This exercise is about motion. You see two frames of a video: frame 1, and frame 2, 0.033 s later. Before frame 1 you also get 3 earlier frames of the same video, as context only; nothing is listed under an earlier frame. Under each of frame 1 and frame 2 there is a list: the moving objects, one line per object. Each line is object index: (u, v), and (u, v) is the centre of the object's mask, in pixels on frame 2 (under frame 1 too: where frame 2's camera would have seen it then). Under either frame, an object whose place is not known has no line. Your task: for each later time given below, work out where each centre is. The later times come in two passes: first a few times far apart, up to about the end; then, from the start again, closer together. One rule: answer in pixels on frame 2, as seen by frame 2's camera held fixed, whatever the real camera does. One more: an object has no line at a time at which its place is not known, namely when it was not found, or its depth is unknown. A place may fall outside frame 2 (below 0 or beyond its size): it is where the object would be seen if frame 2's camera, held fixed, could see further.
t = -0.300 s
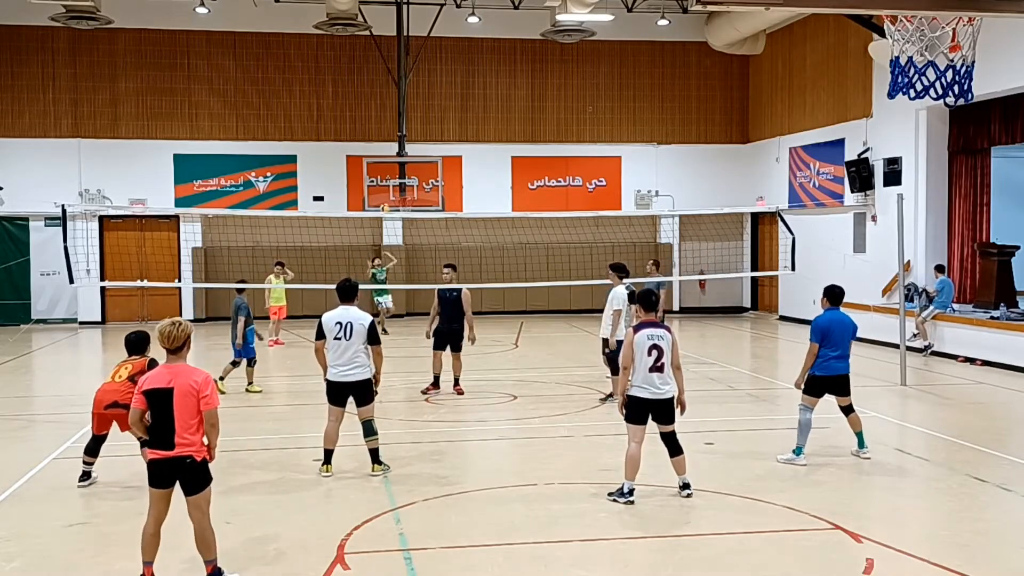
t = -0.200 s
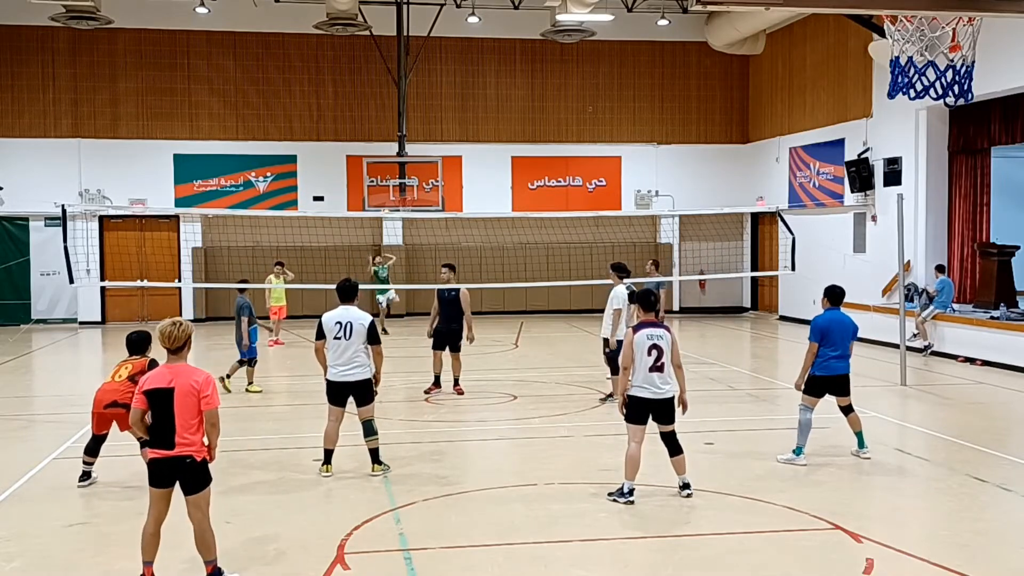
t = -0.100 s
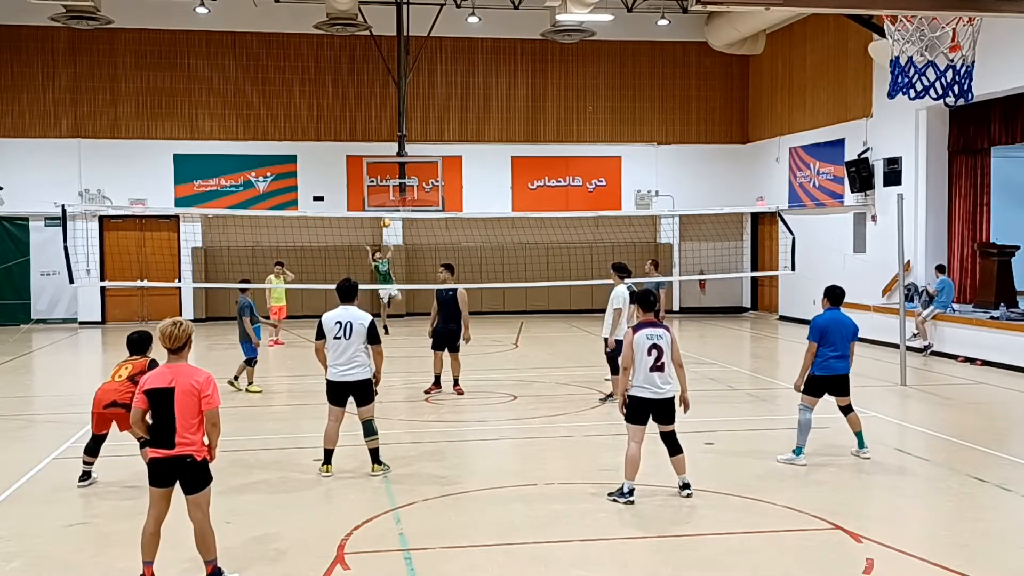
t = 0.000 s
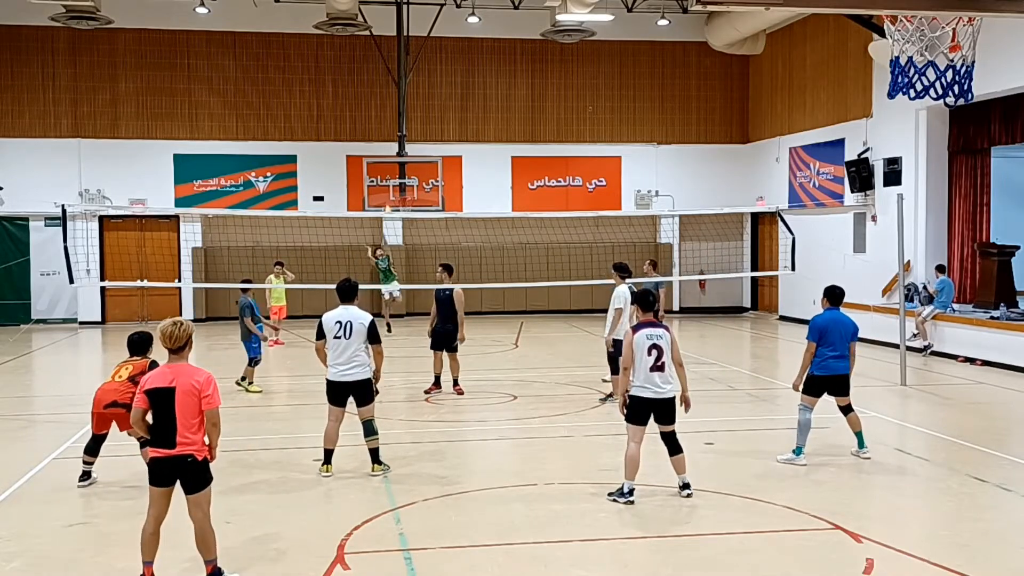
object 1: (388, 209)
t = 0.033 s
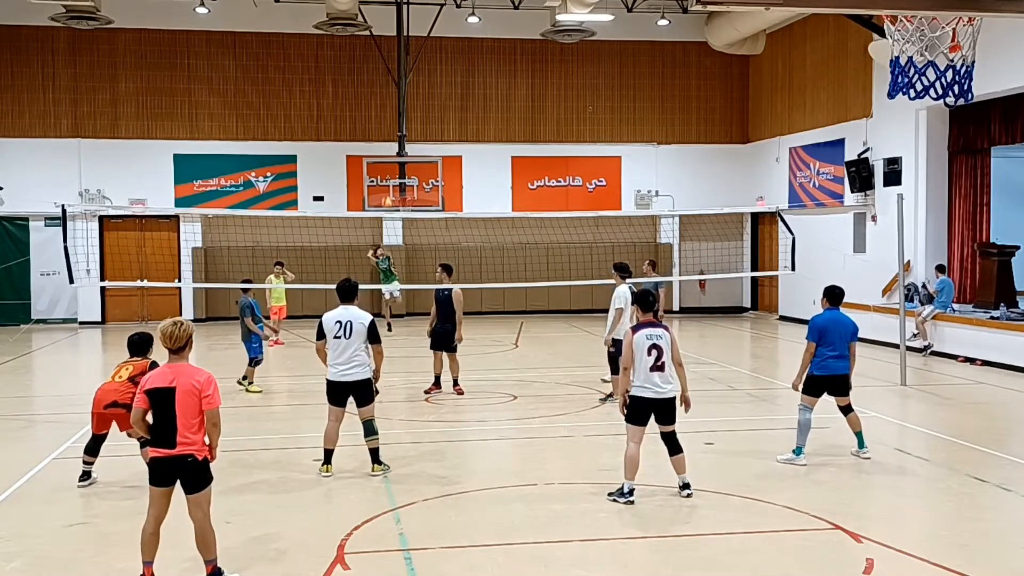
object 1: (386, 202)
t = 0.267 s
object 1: (392, 150)
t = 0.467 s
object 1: (401, 126)
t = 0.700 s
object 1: (410, 126)
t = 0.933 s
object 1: (419, 166)
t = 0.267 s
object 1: (392, 150)
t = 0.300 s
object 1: (393, 144)
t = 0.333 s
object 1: (395, 139)
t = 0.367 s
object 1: (396, 135)
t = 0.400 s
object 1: (398, 131)
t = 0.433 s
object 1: (399, 128)
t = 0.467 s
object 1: (401, 126)
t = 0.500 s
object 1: (402, 123)
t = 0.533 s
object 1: (404, 122)
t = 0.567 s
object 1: (405, 121)
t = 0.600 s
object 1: (406, 122)
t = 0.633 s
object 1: (407, 122)
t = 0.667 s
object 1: (409, 124)
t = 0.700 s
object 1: (410, 126)
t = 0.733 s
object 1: (412, 129)
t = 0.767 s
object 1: (413, 133)
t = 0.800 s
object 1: (414, 137)
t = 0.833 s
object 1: (415, 143)
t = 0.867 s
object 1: (416, 149)
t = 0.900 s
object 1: (418, 158)
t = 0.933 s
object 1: (419, 166)
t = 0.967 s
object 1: (420, 175)
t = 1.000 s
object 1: (421, 186)
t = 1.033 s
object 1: (422, 197)
